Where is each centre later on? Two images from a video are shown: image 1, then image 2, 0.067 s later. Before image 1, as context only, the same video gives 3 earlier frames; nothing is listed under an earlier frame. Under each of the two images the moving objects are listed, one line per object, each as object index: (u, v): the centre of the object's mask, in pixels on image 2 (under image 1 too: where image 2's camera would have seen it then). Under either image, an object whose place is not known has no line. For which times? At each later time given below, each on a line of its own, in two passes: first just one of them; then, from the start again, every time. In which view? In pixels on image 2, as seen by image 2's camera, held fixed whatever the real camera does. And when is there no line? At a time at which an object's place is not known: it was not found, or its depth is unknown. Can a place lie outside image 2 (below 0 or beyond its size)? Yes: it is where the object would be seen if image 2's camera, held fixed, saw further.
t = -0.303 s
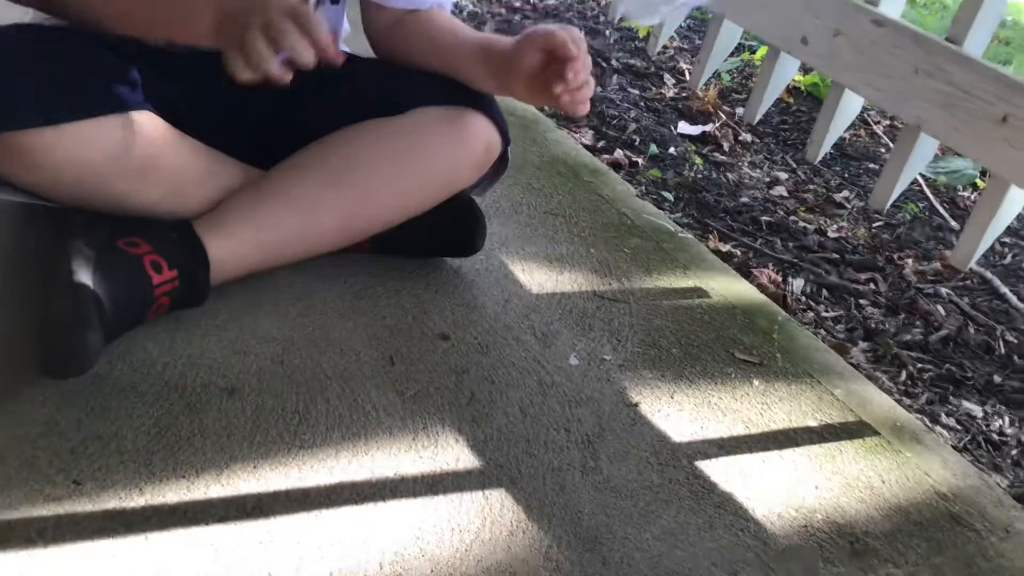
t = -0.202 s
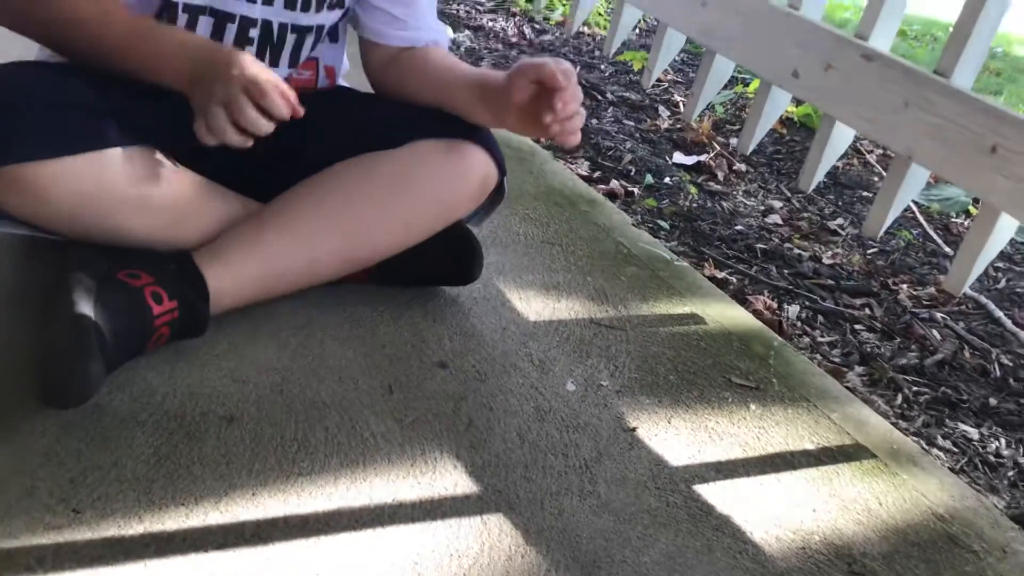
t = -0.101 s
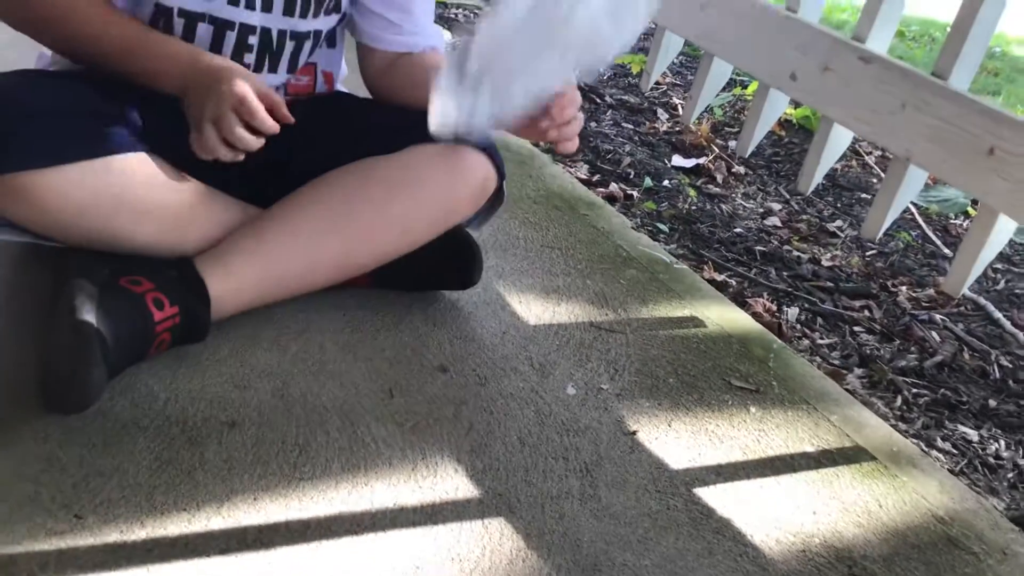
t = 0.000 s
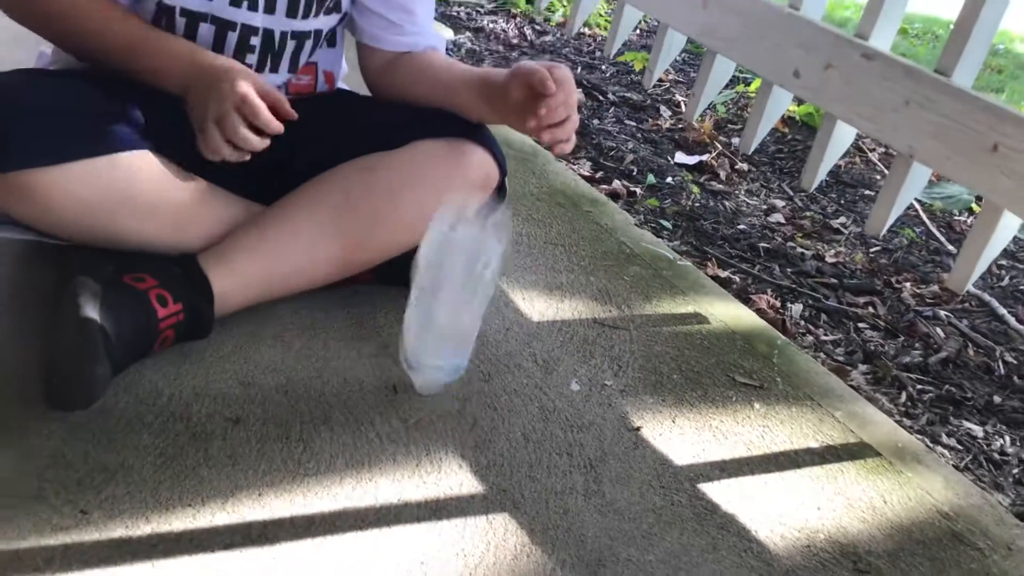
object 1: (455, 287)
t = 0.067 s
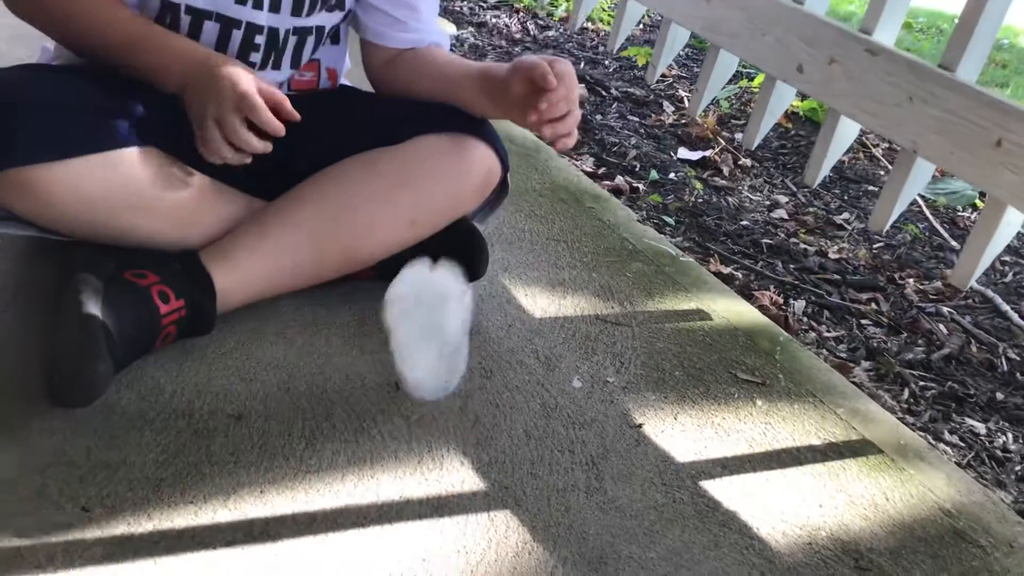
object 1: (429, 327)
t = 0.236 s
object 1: (386, 454)
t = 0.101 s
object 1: (413, 355)
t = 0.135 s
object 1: (395, 407)
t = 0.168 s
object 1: (387, 444)
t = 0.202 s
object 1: (385, 451)
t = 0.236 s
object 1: (386, 454)
